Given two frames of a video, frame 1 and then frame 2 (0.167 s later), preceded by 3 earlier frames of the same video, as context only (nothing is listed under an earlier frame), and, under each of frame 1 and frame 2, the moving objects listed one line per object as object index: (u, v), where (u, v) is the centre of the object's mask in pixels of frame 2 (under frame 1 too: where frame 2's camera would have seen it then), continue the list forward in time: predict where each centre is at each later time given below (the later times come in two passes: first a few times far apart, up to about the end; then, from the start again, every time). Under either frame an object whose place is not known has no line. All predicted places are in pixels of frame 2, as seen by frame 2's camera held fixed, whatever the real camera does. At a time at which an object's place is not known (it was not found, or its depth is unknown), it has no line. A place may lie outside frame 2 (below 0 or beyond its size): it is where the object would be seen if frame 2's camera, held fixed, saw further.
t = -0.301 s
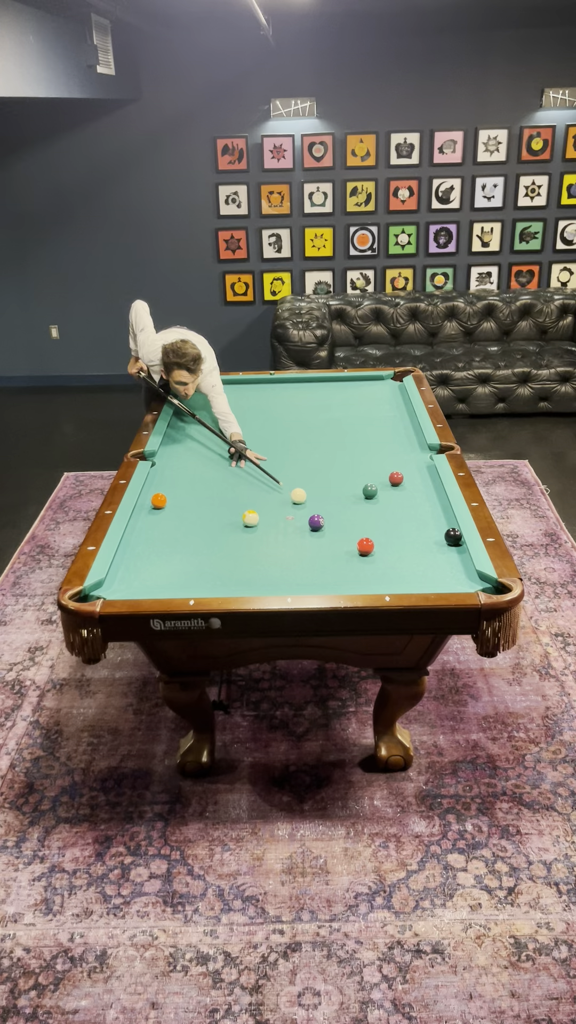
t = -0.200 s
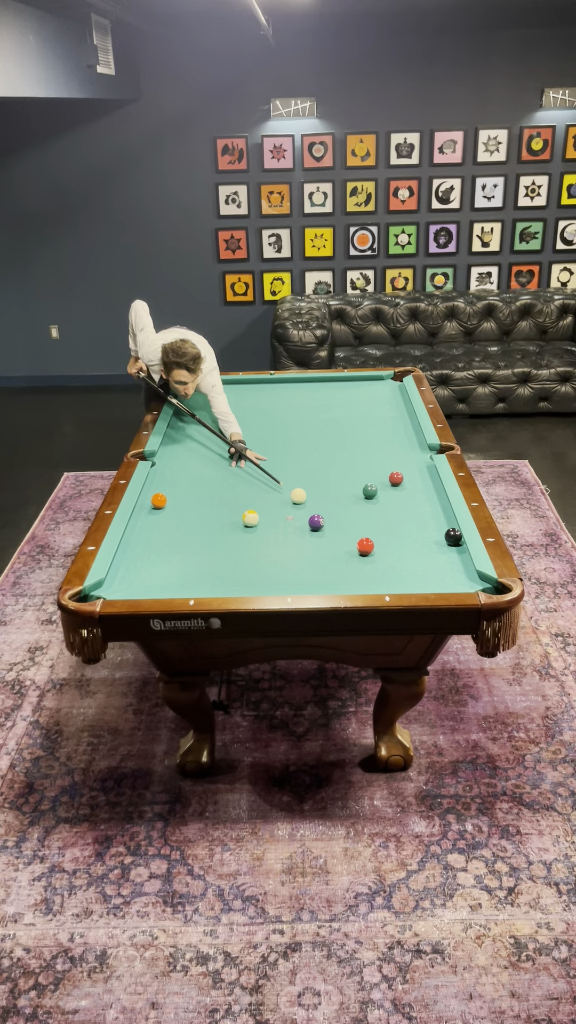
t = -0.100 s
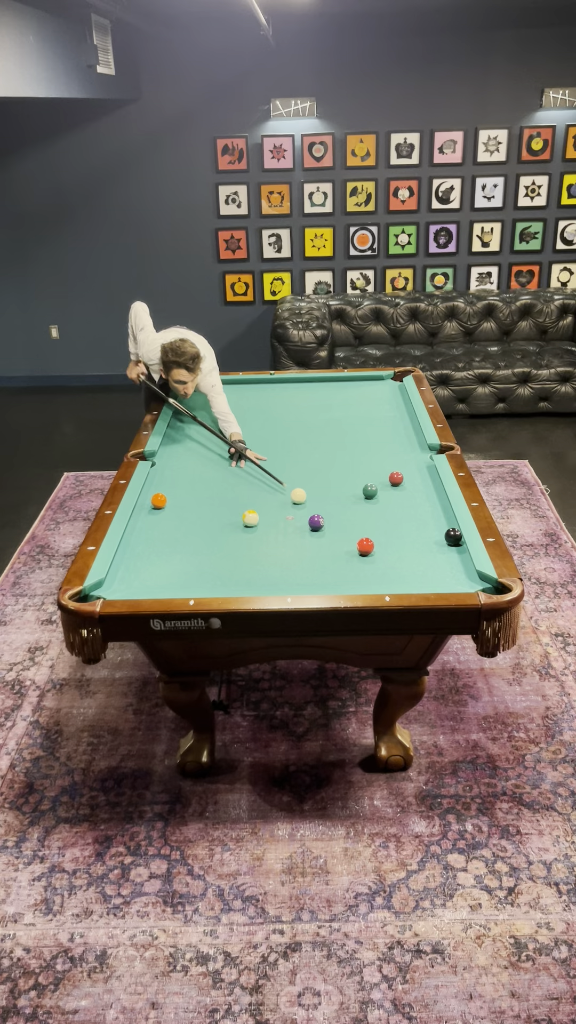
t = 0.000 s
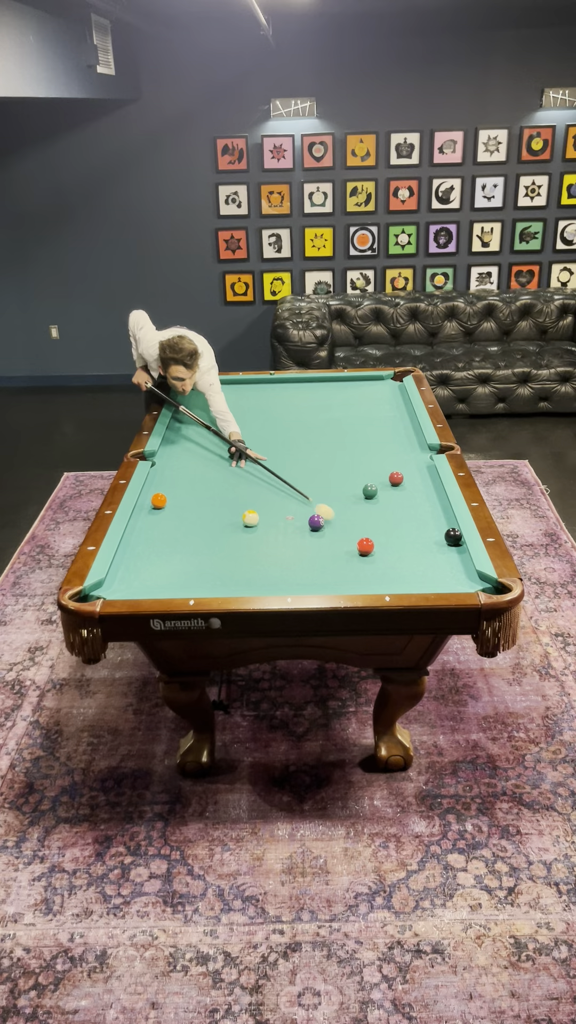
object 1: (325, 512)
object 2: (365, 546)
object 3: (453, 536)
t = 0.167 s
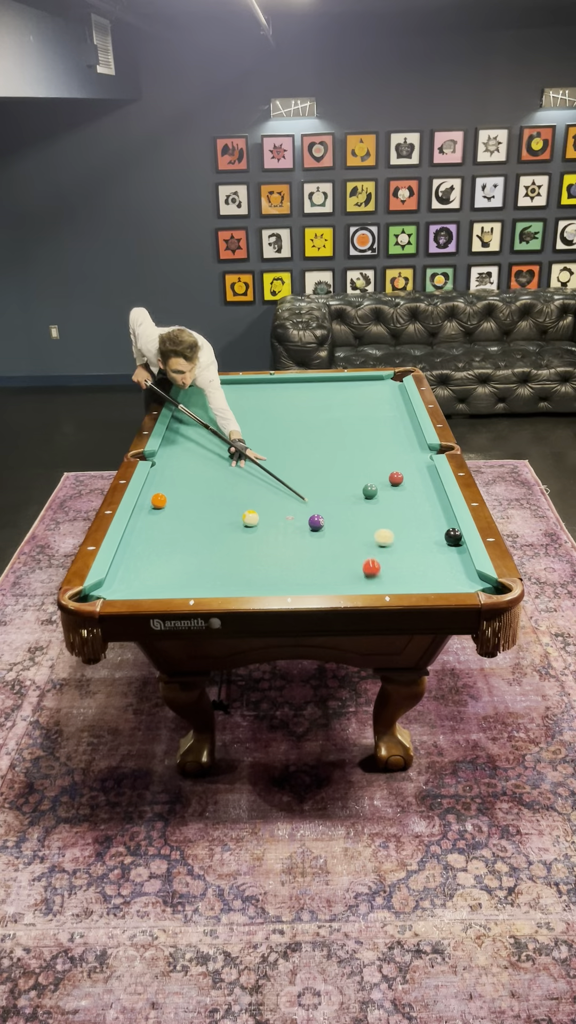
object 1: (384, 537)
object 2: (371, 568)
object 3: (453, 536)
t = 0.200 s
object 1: (393, 537)
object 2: (374, 577)
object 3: (453, 536)
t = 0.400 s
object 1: (435, 534)
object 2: (364, 552)
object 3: (453, 537)
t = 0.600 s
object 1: (429, 526)
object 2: (354, 525)
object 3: (446, 544)
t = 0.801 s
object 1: (427, 519)
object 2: (346, 502)
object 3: (439, 549)
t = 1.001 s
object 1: (425, 513)
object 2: (338, 481)
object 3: (433, 555)
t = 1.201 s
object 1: (424, 507)
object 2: (332, 463)
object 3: (426, 560)
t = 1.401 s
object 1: (421, 502)
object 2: (326, 447)
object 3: (421, 565)
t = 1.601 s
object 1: (419, 497)
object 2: (320, 433)
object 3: (416, 569)
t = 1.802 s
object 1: (418, 493)
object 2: (315, 420)
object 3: (411, 572)
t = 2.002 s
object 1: (416, 489)
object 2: (311, 408)
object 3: (406, 575)
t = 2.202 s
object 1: (416, 486)
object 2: (307, 398)
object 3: (403, 576)
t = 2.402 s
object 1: (416, 483)
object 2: (303, 388)
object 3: (400, 577)
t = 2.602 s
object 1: (416, 481)
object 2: (300, 380)
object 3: (398, 578)
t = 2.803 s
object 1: (416, 478)
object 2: (298, 385)
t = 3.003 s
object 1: (417, 477)
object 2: (295, 390)
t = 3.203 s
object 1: (417, 475)
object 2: (293, 395)
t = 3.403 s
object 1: (417, 474)
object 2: (290, 400)
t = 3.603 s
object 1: (417, 474)
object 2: (287, 404)
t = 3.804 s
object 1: (417, 473)
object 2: (285, 409)
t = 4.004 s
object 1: (417, 473)
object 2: (282, 413)
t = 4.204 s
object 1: (417, 473)
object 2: (280, 417)
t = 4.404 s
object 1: (417, 473)
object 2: (277, 421)
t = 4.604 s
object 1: (417, 473)
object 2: (275, 424)
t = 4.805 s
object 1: (417, 473)
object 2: (273, 428)
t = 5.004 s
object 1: (417, 473)
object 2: (270, 431)
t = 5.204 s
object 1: (417, 473)
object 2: (268, 434)
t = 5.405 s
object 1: (417, 473)
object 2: (265, 436)
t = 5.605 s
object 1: (417, 473)
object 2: (263, 438)
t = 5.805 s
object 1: (417, 473)
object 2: (260, 440)
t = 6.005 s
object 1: (417, 473)
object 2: (259, 442)
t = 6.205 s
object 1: (417, 473)
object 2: (257, 443)
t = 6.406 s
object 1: (417, 473)
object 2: (256, 444)
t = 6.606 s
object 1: (417, 473)
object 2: (255, 445)
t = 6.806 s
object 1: (417, 473)
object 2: (254, 445)
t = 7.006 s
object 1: (417, 473)
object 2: (254, 445)
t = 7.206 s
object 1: (417, 473)
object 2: (254, 445)
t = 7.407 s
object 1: (417, 473)
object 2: (254, 445)
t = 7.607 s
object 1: (417, 473)
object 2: (254, 445)
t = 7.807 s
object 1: (417, 473)
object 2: (254, 445)
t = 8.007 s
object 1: (417, 473)
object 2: (254, 445)
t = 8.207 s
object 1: (417, 473)
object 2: (254, 445)
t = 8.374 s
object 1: (417, 473)
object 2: (254, 445)
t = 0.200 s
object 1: (393, 537)
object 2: (374, 577)
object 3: (453, 536)
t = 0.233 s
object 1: (401, 537)
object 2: (375, 579)
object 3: (453, 536)
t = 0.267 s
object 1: (409, 536)
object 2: (372, 574)
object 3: (453, 536)
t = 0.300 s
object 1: (417, 536)
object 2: (370, 568)
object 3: (453, 536)
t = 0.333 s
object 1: (425, 536)
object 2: (368, 562)
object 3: (453, 536)
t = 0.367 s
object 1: (433, 535)
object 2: (366, 557)
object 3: (453, 536)
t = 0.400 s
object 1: (435, 534)
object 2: (364, 552)
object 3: (453, 537)
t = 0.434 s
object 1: (433, 533)
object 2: (363, 547)
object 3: (452, 538)
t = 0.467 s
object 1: (432, 531)
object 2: (361, 543)
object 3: (451, 539)
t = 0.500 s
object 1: (431, 530)
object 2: (359, 538)
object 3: (450, 540)
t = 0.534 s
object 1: (430, 529)
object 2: (357, 534)
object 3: (449, 541)
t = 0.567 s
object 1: (430, 527)
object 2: (356, 530)
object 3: (447, 543)
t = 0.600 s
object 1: (429, 526)
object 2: (354, 525)
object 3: (446, 544)
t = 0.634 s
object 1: (429, 525)
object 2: (353, 521)
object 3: (445, 545)
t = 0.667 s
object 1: (429, 524)
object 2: (351, 517)
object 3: (444, 546)
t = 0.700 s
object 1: (429, 523)
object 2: (350, 513)
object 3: (443, 546)
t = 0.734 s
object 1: (428, 522)
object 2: (349, 509)
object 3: (442, 548)
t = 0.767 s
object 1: (428, 520)
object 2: (347, 506)
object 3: (441, 549)
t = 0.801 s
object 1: (427, 519)
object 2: (346, 502)
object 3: (439, 549)
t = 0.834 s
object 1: (427, 518)
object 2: (345, 498)
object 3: (438, 551)
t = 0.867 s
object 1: (427, 517)
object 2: (343, 495)
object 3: (437, 551)
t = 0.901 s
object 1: (426, 516)
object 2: (342, 491)
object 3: (436, 552)
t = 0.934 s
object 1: (426, 515)
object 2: (341, 488)
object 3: (435, 553)
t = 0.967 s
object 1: (426, 514)
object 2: (340, 485)
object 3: (434, 554)
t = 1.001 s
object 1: (425, 513)
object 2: (338, 481)
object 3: (433, 555)
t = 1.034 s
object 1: (425, 512)
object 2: (337, 478)
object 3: (432, 556)
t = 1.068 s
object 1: (425, 511)
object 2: (336, 475)
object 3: (430, 557)
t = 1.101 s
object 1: (424, 510)
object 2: (335, 472)
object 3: (429, 557)
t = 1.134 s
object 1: (424, 509)
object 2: (334, 469)
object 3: (429, 558)
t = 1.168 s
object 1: (424, 508)
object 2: (333, 466)
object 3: (427, 559)
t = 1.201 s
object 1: (424, 507)
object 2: (332, 463)
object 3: (426, 560)
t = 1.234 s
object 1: (423, 506)
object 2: (331, 460)
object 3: (426, 561)
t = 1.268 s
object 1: (423, 505)
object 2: (330, 458)
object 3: (425, 562)
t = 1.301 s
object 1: (423, 504)
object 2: (329, 455)
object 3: (424, 563)
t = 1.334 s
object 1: (422, 503)
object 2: (328, 452)
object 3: (423, 563)
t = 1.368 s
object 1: (422, 503)
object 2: (327, 450)
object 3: (422, 564)
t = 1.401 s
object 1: (421, 502)
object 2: (326, 447)
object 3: (421, 565)
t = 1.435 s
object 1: (421, 501)
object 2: (325, 445)
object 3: (420, 566)
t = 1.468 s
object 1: (421, 500)
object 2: (324, 442)
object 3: (419, 566)
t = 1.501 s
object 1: (420, 499)
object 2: (323, 440)
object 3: (418, 567)
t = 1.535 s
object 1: (420, 499)
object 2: (322, 437)
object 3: (417, 568)
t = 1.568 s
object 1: (420, 498)
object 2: (321, 435)
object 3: (417, 568)
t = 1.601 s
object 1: (419, 497)
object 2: (320, 433)
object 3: (416, 569)
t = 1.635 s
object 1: (419, 496)
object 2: (319, 430)
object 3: (415, 569)
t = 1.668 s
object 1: (419, 496)
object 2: (319, 428)
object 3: (414, 570)
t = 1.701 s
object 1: (418, 495)
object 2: (318, 426)
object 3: (413, 571)
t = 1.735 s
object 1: (418, 494)
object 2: (317, 424)
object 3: (412, 571)
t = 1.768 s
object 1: (418, 494)
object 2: (316, 422)
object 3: (411, 571)
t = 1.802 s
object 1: (418, 493)
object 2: (315, 420)
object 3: (411, 572)
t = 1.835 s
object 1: (417, 492)
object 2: (315, 418)
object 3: (410, 573)
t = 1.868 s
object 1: (417, 492)
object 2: (314, 416)
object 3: (409, 573)
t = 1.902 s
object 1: (417, 491)
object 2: (313, 414)
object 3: (408, 574)
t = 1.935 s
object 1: (417, 490)
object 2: (312, 412)
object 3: (407, 574)
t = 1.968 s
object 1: (416, 490)
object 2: (312, 410)
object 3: (407, 574)
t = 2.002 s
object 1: (416, 489)
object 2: (311, 408)
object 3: (406, 575)
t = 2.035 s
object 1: (416, 489)
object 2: (310, 406)
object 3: (406, 575)
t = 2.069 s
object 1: (416, 488)
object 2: (310, 405)
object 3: (405, 575)
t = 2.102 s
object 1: (416, 488)
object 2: (309, 403)
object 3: (404, 575)
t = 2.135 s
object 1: (416, 487)
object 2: (308, 401)
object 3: (404, 576)
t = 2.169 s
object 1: (416, 487)
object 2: (308, 399)
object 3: (403, 576)
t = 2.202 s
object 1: (416, 486)
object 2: (307, 398)
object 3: (403, 576)
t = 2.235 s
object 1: (416, 486)
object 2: (306, 396)
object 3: (402, 576)
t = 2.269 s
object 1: (416, 485)
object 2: (306, 394)
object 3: (402, 576)
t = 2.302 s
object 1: (416, 485)
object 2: (305, 393)
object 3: (401, 577)
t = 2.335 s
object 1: (416, 484)
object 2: (304, 391)
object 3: (401, 577)
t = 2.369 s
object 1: (416, 484)
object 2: (304, 389)
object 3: (400, 577)
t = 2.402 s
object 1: (416, 483)
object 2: (303, 388)
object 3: (400, 577)
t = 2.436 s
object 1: (416, 483)
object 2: (303, 386)
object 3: (400, 577)
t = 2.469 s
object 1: (416, 482)
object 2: (302, 385)
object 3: (400, 577)
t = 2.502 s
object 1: (416, 482)
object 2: (301, 383)
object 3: (399, 577)
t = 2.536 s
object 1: (416, 481)
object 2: (301, 382)
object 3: (399, 577)
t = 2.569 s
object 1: (416, 481)
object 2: (300, 381)
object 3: (399, 577)
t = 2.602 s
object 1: (416, 481)
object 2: (300, 380)
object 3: (398, 578)
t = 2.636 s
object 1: (416, 480)
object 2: (299, 381)
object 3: (398, 578)
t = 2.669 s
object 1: (416, 480)
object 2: (299, 382)
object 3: (398, 578)
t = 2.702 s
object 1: (416, 479)
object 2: (299, 383)
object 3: (398, 578)
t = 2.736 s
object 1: (416, 479)
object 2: (298, 383)
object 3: (398, 578)
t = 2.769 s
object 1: (416, 479)
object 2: (298, 384)
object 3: (398, 578)
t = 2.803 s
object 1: (416, 478)
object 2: (298, 385)
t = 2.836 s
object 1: (416, 478)
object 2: (297, 386)
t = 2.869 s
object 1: (416, 478)
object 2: (297, 387)
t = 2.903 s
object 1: (417, 478)
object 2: (296, 387)
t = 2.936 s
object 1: (417, 477)
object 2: (296, 388)
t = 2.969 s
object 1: (417, 477)
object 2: (296, 389)
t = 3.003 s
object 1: (417, 477)
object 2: (295, 390)
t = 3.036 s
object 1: (417, 476)
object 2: (295, 391)
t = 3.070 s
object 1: (417, 476)
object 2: (294, 392)
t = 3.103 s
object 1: (417, 476)
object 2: (294, 393)
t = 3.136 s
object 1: (417, 476)
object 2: (293, 394)
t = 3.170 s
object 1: (417, 475)
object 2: (293, 394)
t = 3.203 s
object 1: (417, 475)
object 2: (293, 395)
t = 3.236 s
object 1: (417, 475)
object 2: (292, 396)
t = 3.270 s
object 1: (417, 475)
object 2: (292, 397)
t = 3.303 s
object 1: (417, 475)
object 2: (291, 397)
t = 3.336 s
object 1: (417, 475)
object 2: (291, 398)
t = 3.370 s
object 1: (417, 474)
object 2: (290, 399)
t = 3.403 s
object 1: (417, 474)
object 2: (290, 400)
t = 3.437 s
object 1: (417, 474)
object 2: (289, 401)
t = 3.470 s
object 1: (417, 474)
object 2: (289, 401)
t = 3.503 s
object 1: (417, 474)
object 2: (289, 402)
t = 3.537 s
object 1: (417, 474)
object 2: (288, 403)
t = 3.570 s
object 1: (417, 474)
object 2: (288, 404)
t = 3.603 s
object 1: (417, 474)
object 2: (287, 404)
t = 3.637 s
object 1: (417, 474)
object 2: (287, 405)
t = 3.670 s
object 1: (417, 473)
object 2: (287, 406)
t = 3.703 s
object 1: (417, 473)
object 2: (286, 406)
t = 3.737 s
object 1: (417, 473)
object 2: (286, 407)
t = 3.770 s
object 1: (417, 473)
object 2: (285, 408)
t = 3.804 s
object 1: (417, 473)
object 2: (285, 409)
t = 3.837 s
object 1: (417, 473)
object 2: (284, 409)
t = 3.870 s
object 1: (417, 473)
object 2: (284, 410)
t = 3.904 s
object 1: (417, 473)
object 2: (284, 411)
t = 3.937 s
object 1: (417, 473)
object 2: (283, 411)
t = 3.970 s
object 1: (417, 473)
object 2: (283, 412)
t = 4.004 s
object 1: (417, 473)
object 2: (282, 413)
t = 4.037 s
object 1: (417, 473)
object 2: (282, 414)
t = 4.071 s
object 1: (417, 473)
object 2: (282, 414)
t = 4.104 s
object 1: (417, 473)
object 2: (281, 415)
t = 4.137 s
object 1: (417, 473)
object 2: (281, 416)
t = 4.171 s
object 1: (417, 473)
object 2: (280, 416)
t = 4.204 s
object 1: (417, 473)
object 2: (280, 417)
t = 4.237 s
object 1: (417, 473)
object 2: (279, 418)
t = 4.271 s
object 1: (417, 473)
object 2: (279, 418)
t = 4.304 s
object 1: (417, 473)
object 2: (279, 419)
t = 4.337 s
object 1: (417, 473)
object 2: (278, 419)
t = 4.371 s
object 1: (417, 473)
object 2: (278, 420)
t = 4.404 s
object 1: (417, 473)
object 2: (277, 421)
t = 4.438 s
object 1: (417, 473)
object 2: (277, 421)
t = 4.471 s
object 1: (417, 473)
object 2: (277, 422)
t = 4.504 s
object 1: (417, 473)
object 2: (276, 423)
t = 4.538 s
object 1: (417, 473)
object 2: (276, 423)
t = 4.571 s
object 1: (417, 473)
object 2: (275, 424)
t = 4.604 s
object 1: (417, 473)
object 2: (275, 424)
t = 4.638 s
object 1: (417, 473)
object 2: (275, 425)
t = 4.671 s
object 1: (417, 473)
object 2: (274, 425)
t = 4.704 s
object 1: (417, 473)
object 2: (274, 426)
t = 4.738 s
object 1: (417, 473)
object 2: (273, 427)
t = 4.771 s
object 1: (417, 473)
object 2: (273, 427)
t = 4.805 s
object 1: (417, 473)
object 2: (273, 428)
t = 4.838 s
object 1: (417, 473)
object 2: (272, 428)
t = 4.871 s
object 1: (417, 473)
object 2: (272, 429)
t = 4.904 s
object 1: (417, 473)
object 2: (271, 429)
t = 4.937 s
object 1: (417, 473)
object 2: (271, 430)
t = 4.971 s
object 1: (417, 473)
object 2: (271, 430)
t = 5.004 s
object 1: (417, 473)
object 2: (270, 431)
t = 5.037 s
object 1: (417, 473)
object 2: (270, 431)
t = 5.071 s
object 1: (417, 473)
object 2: (269, 432)
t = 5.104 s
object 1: (417, 473)
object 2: (269, 432)
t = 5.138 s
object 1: (417, 473)
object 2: (268, 433)
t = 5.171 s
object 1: (417, 473)
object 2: (268, 433)
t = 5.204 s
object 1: (417, 473)
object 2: (268, 434)
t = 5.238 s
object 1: (417, 473)
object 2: (267, 434)
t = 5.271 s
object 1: (417, 473)
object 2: (267, 435)
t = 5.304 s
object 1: (417, 473)
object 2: (266, 435)
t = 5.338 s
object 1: (417, 473)
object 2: (266, 435)
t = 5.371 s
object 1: (417, 473)
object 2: (265, 436)
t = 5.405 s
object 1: (417, 473)
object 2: (265, 436)
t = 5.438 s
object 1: (417, 473)
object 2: (265, 437)
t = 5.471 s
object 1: (417, 473)
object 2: (264, 437)
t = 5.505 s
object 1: (417, 473)
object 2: (264, 437)
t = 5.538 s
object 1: (417, 473)
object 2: (263, 438)
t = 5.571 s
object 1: (417, 473)
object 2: (263, 438)
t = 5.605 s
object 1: (417, 473)
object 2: (263, 438)
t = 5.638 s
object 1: (417, 473)
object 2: (262, 439)
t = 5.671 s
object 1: (417, 473)
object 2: (262, 439)
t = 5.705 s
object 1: (417, 473)
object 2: (262, 439)
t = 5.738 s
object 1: (417, 473)
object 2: (261, 440)
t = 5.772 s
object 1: (417, 473)
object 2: (261, 440)
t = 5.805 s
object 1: (417, 473)
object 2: (260, 440)
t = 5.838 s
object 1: (417, 473)
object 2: (260, 441)
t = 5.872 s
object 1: (417, 473)
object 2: (260, 441)
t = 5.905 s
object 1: (417, 473)
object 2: (259, 441)
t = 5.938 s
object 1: (417, 473)
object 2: (259, 442)
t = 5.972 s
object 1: (417, 473)
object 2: (259, 442)
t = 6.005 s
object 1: (417, 473)
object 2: (259, 442)
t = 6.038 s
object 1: (417, 473)
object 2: (258, 442)
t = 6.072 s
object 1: (417, 473)
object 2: (258, 442)
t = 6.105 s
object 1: (417, 473)
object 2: (258, 443)
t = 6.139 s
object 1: (417, 473)
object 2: (257, 443)
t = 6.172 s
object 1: (417, 473)
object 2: (257, 443)
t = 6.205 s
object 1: (417, 473)
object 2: (257, 443)
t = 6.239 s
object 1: (417, 473)
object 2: (256, 443)
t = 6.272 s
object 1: (417, 473)
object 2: (256, 444)
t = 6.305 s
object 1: (417, 473)
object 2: (256, 444)
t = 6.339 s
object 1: (417, 473)
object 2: (256, 444)
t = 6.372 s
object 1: (417, 473)
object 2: (256, 444)
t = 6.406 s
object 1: (417, 473)
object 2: (256, 444)
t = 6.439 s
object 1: (417, 473)
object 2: (255, 444)
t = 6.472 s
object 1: (417, 473)
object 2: (255, 444)
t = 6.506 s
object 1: (417, 473)
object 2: (255, 445)
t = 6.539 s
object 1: (417, 473)
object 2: (255, 445)
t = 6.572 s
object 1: (417, 473)
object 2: (255, 445)
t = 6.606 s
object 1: (417, 473)
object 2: (255, 445)
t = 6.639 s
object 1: (417, 473)
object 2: (255, 445)
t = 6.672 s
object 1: (417, 473)
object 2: (254, 445)
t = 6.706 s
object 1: (417, 473)
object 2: (254, 445)
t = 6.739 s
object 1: (417, 473)
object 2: (254, 445)
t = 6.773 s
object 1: (417, 473)
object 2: (254, 445)
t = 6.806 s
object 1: (417, 473)
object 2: (254, 445)
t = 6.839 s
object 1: (417, 473)
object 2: (254, 445)
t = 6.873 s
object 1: (417, 473)
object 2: (254, 445)
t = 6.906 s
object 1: (417, 473)
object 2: (254, 445)
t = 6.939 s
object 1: (417, 473)
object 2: (254, 445)
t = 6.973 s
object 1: (417, 473)
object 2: (254, 445)
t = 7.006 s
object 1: (417, 473)
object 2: (254, 445)
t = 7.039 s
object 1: (417, 473)
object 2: (254, 445)
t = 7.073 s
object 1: (417, 473)
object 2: (254, 445)
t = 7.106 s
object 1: (417, 473)
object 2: (254, 445)
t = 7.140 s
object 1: (417, 473)
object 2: (254, 445)
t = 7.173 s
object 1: (417, 473)
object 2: (254, 445)
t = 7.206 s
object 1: (417, 473)
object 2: (254, 445)
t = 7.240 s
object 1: (417, 473)
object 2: (254, 445)
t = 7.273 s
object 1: (417, 473)
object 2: (254, 445)
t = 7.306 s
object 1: (417, 473)
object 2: (254, 445)
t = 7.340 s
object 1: (417, 473)
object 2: (254, 445)
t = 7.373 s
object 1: (417, 473)
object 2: (254, 445)
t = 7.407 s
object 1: (417, 473)
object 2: (254, 445)
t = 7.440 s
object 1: (417, 473)
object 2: (254, 445)
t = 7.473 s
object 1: (417, 473)
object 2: (254, 445)
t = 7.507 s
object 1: (417, 473)
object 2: (254, 445)
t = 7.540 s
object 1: (417, 473)
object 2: (254, 445)
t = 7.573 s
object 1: (417, 473)
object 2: (254, 445)
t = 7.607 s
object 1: (417, 473)
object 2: (254, 445)
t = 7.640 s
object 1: (417, 473)
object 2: (254, 445)
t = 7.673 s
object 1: (417, 473)
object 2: (254, 445)
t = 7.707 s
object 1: (417, 473)
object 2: (254, 445)
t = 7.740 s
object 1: (417, 473)
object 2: (254, 445)
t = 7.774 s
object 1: (417, 473)
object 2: (254, 445)
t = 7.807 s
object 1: (417, 473)
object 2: (254, 445)
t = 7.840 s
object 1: (417, 473)
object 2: (254, 445)
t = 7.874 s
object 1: (417, 473)
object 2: (254, 445)
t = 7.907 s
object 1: (417, 473)
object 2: (254, 445)
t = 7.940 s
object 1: (417, 473)
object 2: (254, 445)
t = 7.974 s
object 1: (417, 473)
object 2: (254, 445)
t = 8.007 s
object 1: (417, 473)
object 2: (254, 445)
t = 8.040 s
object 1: (417, 473)
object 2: (254, 445)
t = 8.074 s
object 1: (417, 473)
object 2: (254, 445)
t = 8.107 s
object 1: (417, 473)
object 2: (254, 445)
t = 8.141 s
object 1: (417, 473)
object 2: (254, 445)
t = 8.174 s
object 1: (417, 473)
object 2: (254, 445)
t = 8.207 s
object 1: (417, 473)
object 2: (254, 445)
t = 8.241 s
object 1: (417, 473)
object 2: (254, 445)
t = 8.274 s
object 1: (417, 473)
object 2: (254, 445)
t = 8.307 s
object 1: (417, 473)
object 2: (254, 445)
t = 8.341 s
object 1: (417, 473)
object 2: (254, 445)
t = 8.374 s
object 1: (417, 473)
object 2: (254, 445)
